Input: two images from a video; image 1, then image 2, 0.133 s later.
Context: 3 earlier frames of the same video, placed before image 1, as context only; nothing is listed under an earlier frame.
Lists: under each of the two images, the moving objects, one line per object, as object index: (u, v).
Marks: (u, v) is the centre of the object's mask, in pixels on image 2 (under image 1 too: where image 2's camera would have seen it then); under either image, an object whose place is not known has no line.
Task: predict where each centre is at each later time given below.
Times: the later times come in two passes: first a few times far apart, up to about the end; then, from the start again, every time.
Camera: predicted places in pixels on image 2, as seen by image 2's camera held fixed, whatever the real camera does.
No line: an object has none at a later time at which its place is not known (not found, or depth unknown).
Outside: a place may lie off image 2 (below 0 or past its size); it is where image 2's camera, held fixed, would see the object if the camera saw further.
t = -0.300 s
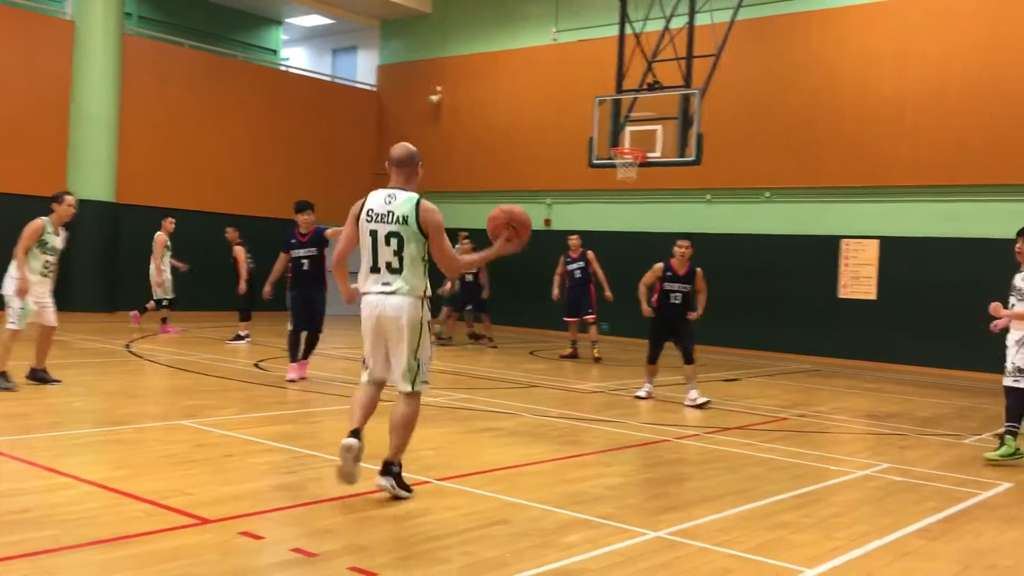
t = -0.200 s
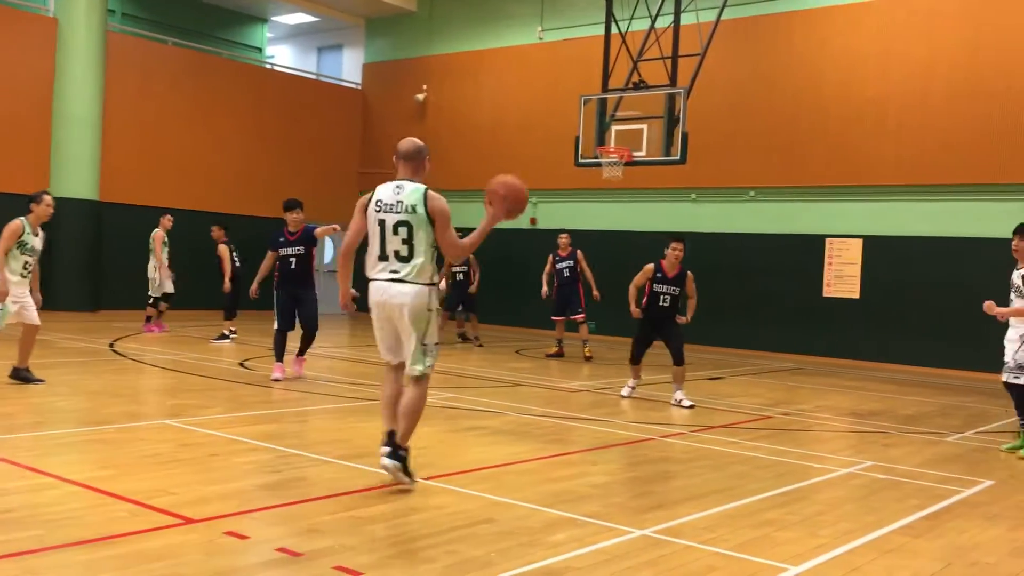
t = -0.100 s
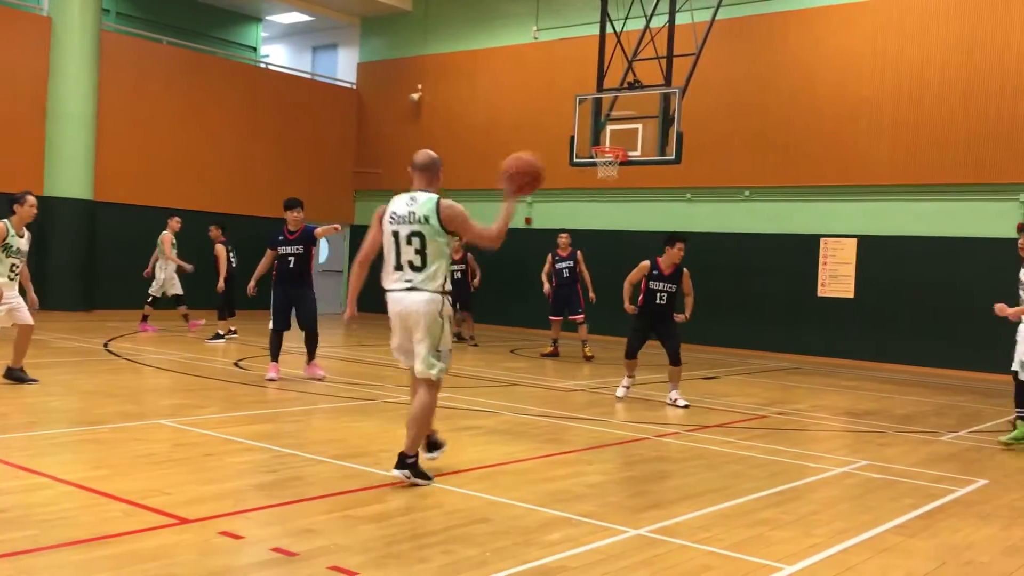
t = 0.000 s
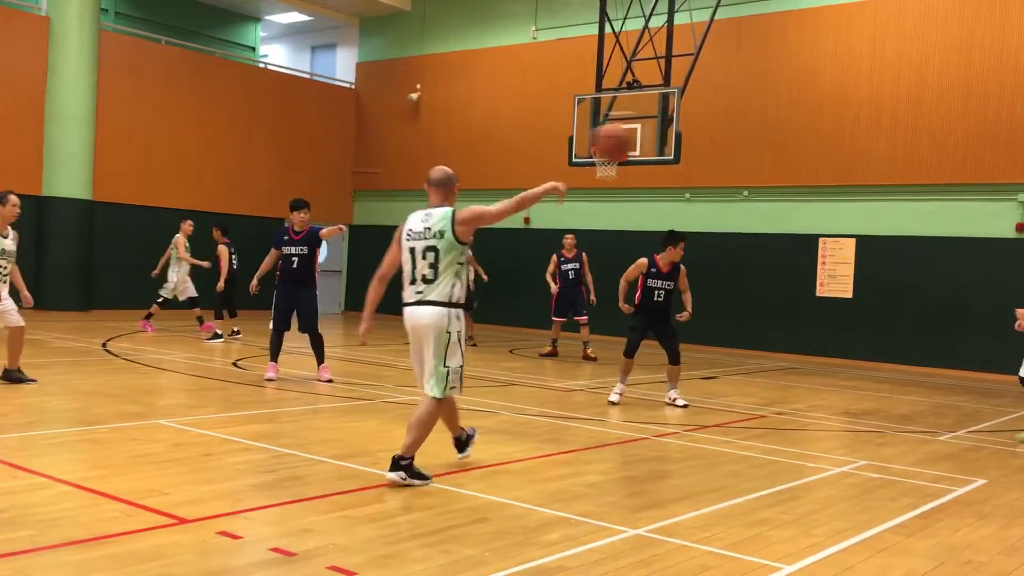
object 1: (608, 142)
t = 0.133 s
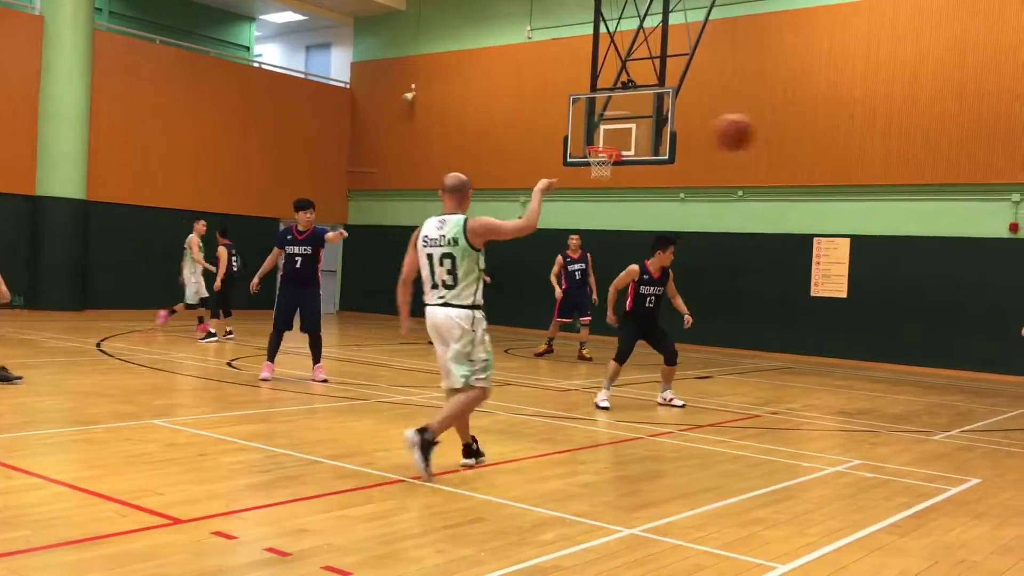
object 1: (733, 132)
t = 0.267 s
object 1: (835, 146)
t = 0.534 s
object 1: (994, 228)
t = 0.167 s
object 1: (761, 134)
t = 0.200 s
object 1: (788, 136)
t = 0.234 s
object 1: (813, 141)
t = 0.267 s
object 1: (835, 146)
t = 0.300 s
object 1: (858, 153)
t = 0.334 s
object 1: (880, 161)
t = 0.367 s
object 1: (900, 169)
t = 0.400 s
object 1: (921, 179)
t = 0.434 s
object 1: (940, 189)
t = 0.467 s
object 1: (957, 201)
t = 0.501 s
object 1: (975, 214)
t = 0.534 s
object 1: (994, 228)
